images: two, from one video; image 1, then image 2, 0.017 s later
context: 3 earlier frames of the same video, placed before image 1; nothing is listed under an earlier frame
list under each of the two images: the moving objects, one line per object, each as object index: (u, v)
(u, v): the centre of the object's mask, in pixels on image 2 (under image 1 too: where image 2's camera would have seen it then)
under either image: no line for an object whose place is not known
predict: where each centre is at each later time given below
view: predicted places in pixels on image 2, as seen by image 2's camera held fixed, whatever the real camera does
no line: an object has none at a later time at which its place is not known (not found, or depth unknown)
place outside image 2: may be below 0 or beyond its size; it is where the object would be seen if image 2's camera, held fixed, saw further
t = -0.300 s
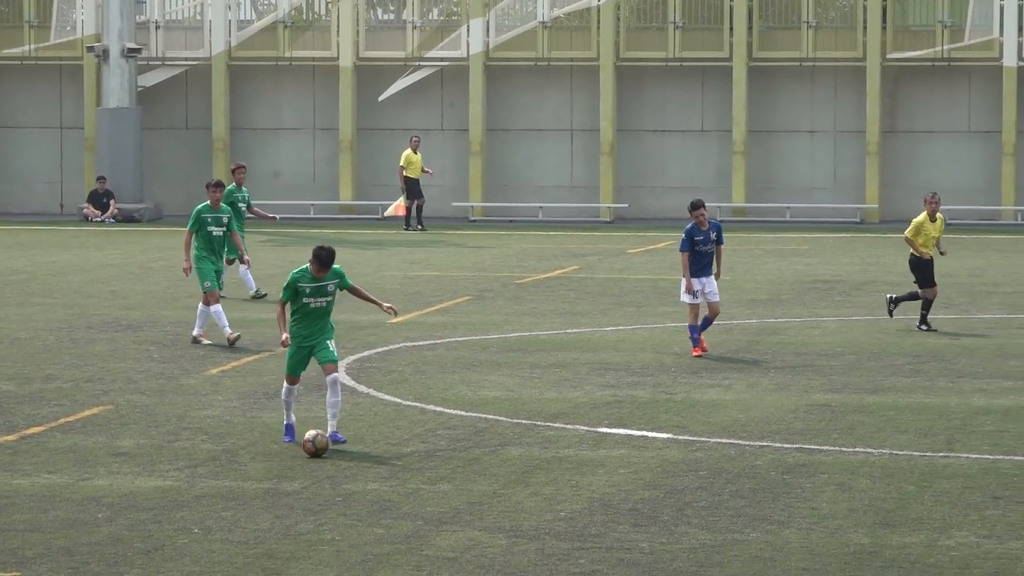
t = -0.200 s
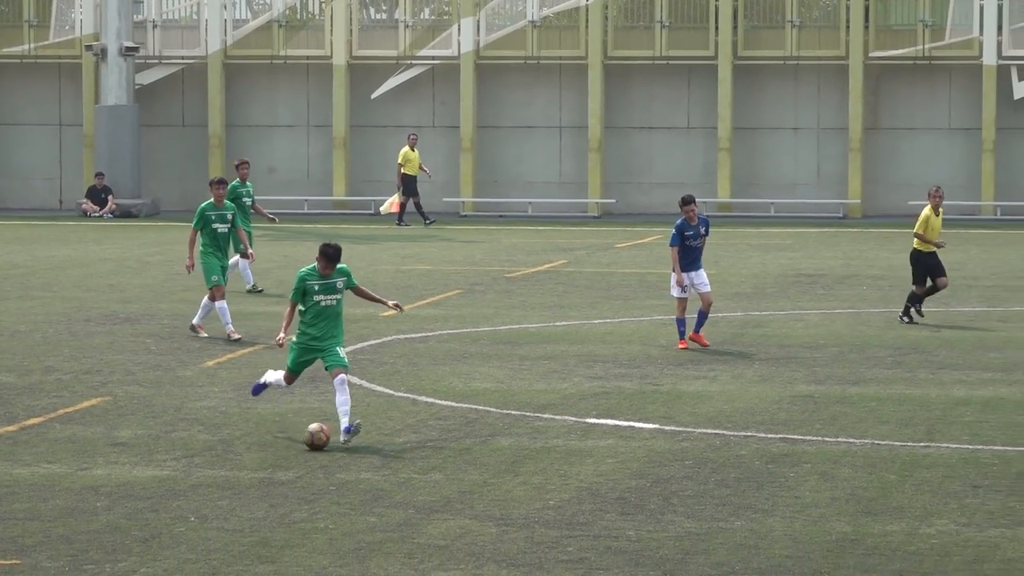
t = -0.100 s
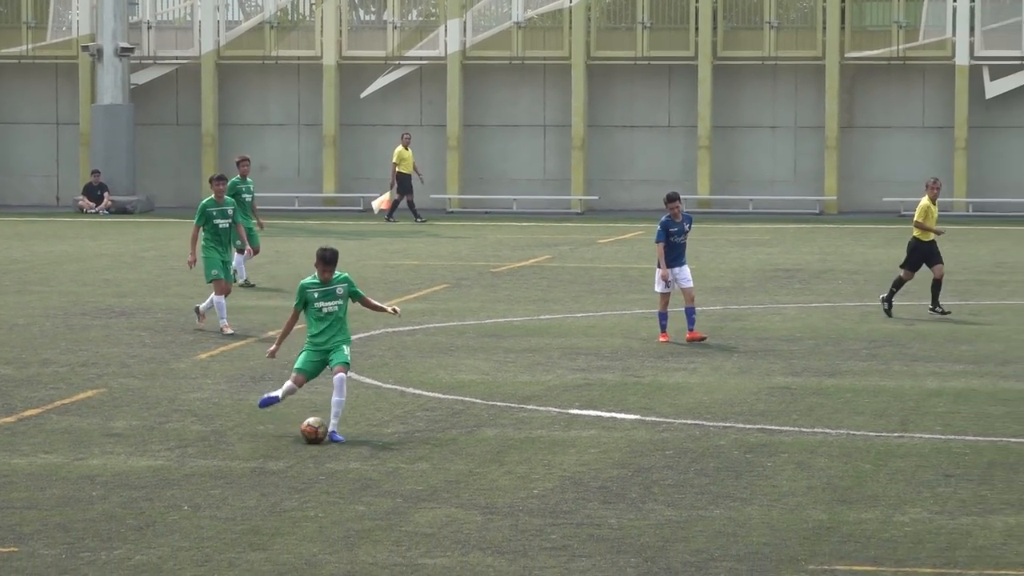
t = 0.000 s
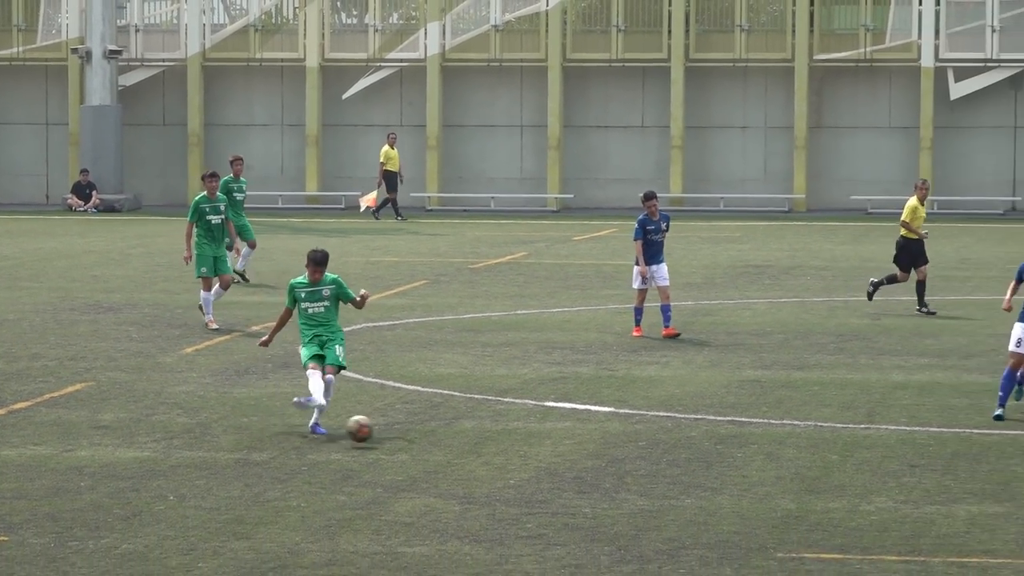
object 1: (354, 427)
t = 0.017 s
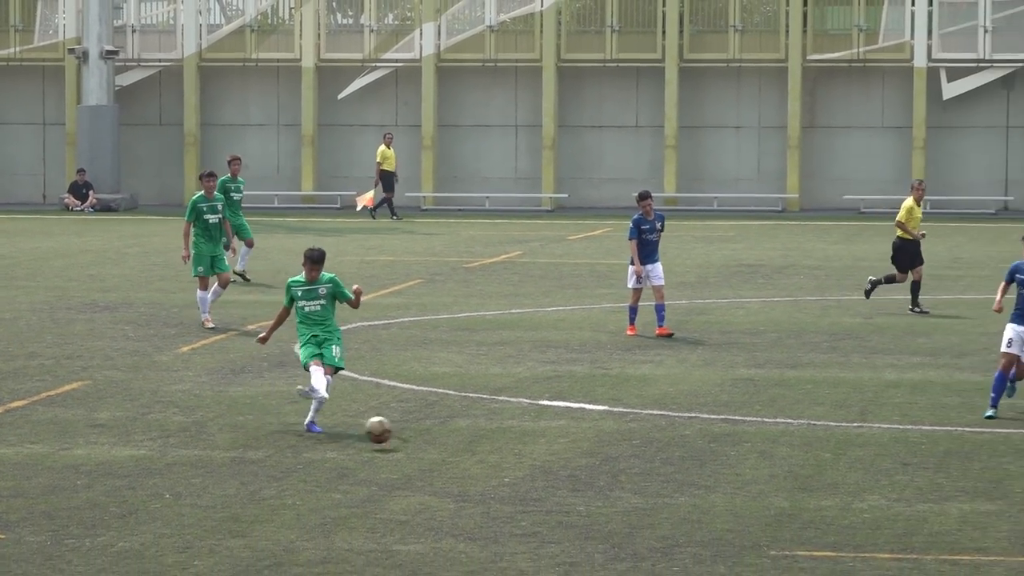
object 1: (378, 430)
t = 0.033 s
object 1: (402, 433)
